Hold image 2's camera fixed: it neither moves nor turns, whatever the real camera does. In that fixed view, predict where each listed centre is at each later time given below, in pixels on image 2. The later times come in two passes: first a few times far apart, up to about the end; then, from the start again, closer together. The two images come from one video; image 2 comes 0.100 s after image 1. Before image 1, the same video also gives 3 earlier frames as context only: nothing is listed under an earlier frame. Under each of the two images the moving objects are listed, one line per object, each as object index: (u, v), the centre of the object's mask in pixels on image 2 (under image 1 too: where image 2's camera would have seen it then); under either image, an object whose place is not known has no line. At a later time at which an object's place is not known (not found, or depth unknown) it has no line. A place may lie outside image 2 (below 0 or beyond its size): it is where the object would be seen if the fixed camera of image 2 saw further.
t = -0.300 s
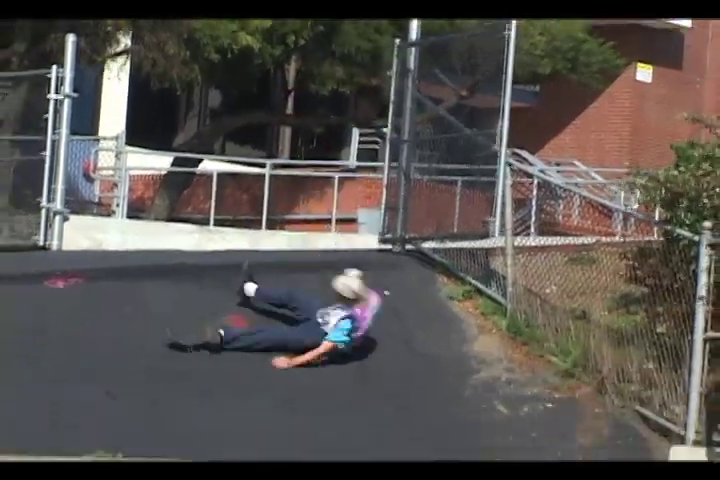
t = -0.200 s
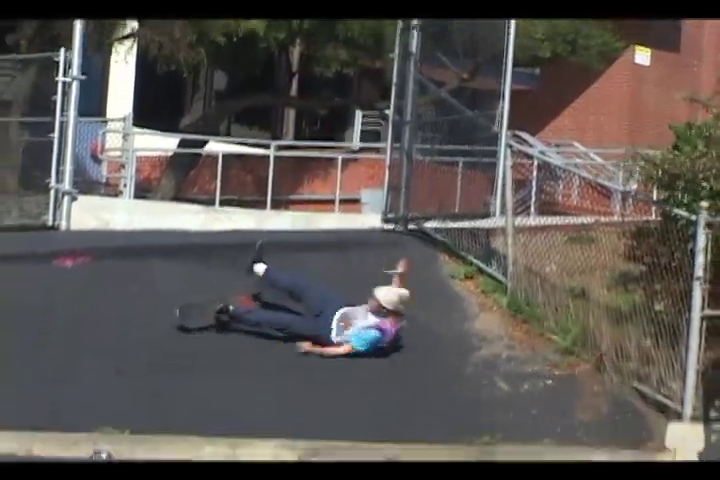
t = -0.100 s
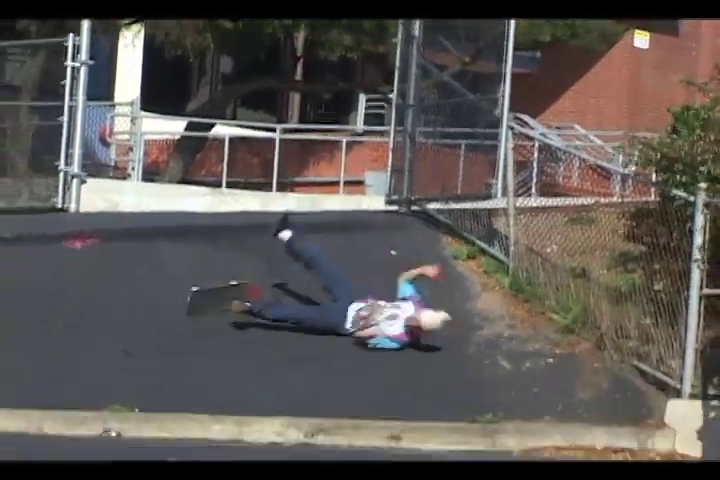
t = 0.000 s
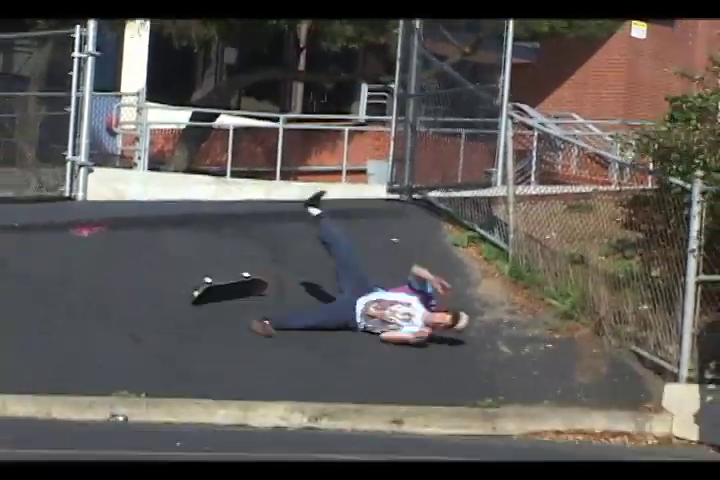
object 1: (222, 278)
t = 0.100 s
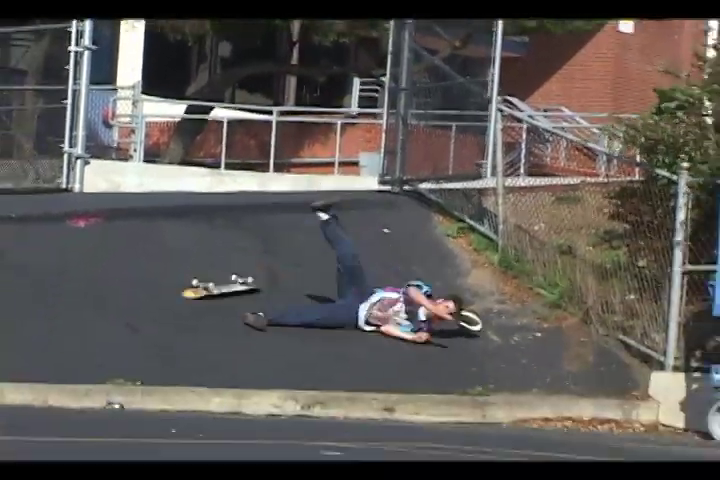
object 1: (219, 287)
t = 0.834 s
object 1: (240, 304)
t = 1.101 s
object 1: (217, 307)
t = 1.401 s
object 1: (186, 311)
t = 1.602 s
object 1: (163, 314)
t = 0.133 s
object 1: (220, 288)
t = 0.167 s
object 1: (222, 289)
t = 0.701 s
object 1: (253, 300)
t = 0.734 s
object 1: (248, 301)
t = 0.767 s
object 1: (246, 302)
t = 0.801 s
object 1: (241, 303)
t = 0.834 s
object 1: (240, 304)
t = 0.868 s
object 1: (237, 304)
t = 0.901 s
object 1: (236, 305)
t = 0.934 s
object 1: (233, 305)
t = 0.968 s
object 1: (230, 305)
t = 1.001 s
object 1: (227, 306)
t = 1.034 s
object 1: (223, 306)
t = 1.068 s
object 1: (222, 306)
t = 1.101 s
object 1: (217, 307)
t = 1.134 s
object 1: (213, 307)
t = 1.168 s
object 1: (210, 308)
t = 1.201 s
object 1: (207, 309)
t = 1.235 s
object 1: (204, 309)
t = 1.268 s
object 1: (201, 309)
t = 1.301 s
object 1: (198, 309)
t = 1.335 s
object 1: (193, 310)
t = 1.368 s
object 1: (191, 311)
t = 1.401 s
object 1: (186, 311)
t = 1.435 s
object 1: (185, 311)
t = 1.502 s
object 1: (175, 313)
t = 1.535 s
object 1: (171, 313)
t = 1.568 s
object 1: (167, 314)
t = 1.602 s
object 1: (163, 314)
